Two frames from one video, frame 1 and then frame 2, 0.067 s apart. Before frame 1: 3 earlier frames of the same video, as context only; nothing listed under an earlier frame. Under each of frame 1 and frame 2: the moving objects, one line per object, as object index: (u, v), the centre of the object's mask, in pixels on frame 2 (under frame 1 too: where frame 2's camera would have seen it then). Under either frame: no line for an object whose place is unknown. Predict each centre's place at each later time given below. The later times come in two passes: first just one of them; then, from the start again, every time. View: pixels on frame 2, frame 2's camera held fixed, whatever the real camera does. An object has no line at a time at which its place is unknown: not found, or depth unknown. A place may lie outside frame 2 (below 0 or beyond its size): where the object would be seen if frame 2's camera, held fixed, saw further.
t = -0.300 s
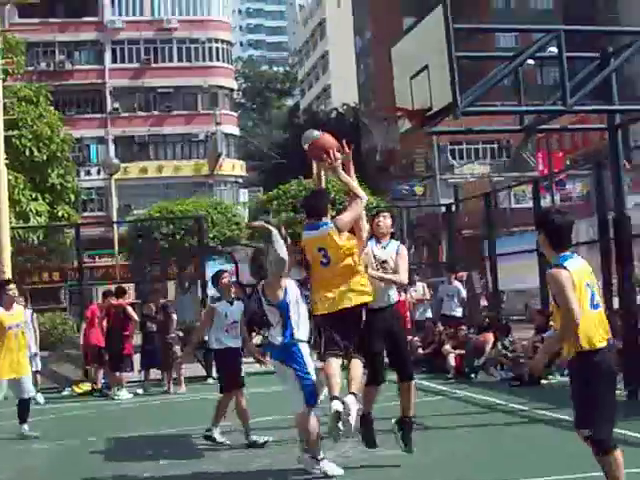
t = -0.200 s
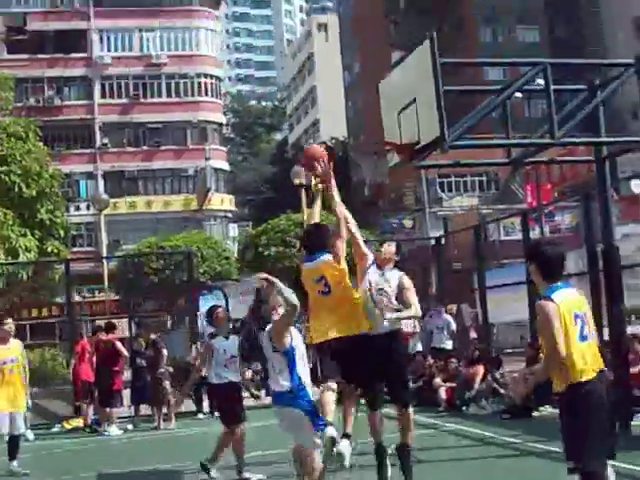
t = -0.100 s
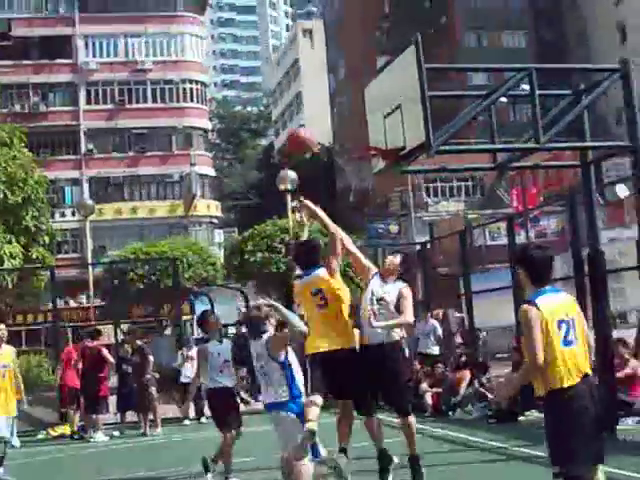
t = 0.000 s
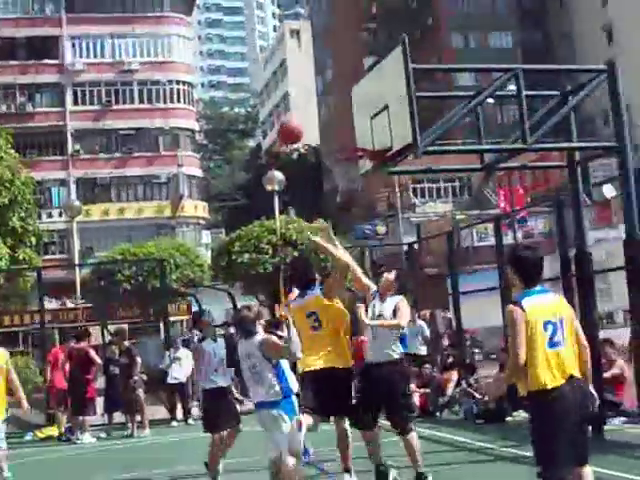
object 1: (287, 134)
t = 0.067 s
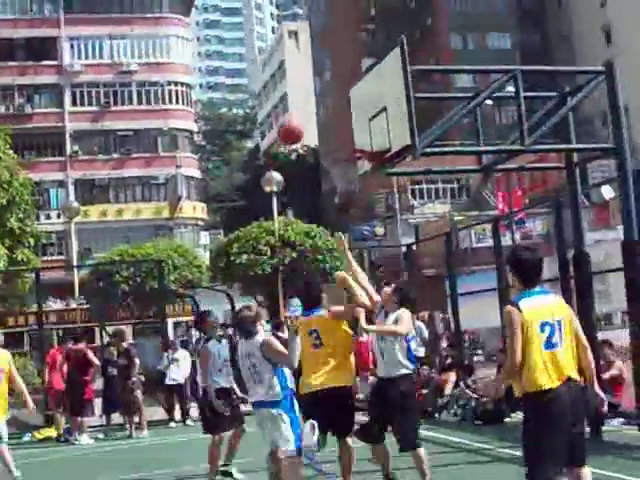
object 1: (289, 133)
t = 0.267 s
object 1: (299, 156)
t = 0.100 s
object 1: (290, 133)
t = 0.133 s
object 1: (292, 137)
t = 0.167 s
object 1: (294, 139)
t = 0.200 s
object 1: (294, 143)
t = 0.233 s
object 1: (297, 150)
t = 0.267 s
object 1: (299, 156)
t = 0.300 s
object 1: (299, 161)
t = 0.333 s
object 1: (302, 171)
